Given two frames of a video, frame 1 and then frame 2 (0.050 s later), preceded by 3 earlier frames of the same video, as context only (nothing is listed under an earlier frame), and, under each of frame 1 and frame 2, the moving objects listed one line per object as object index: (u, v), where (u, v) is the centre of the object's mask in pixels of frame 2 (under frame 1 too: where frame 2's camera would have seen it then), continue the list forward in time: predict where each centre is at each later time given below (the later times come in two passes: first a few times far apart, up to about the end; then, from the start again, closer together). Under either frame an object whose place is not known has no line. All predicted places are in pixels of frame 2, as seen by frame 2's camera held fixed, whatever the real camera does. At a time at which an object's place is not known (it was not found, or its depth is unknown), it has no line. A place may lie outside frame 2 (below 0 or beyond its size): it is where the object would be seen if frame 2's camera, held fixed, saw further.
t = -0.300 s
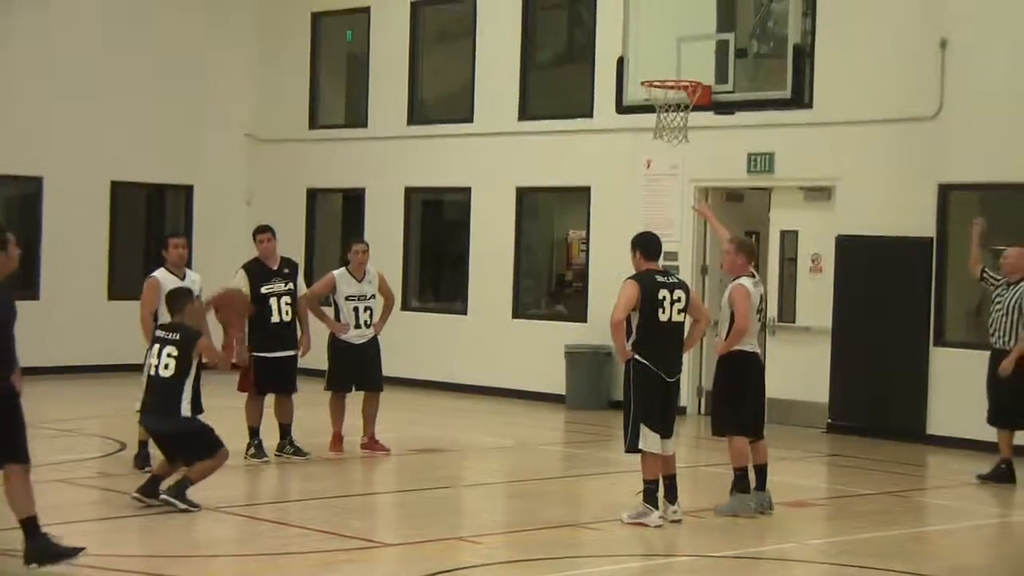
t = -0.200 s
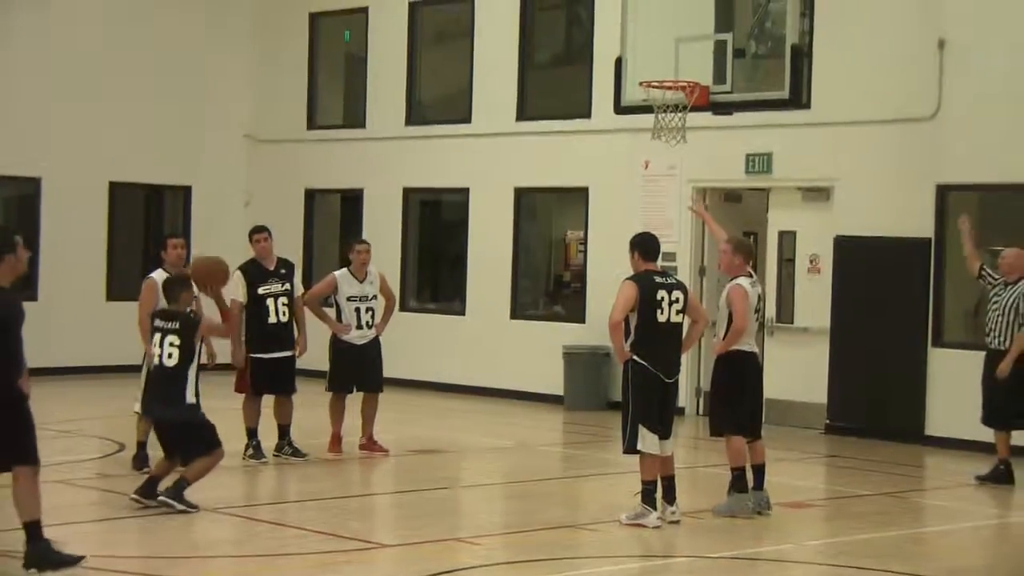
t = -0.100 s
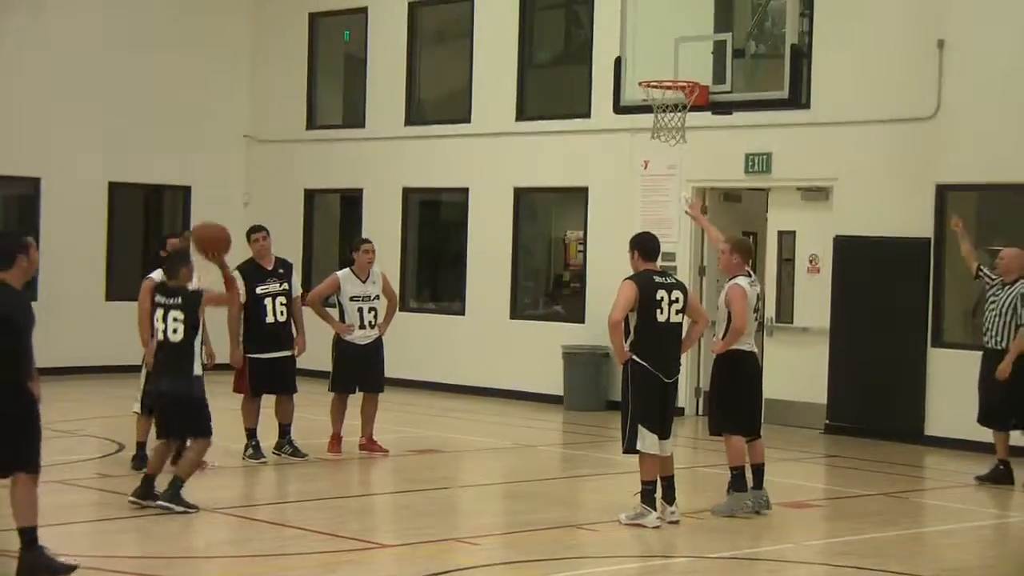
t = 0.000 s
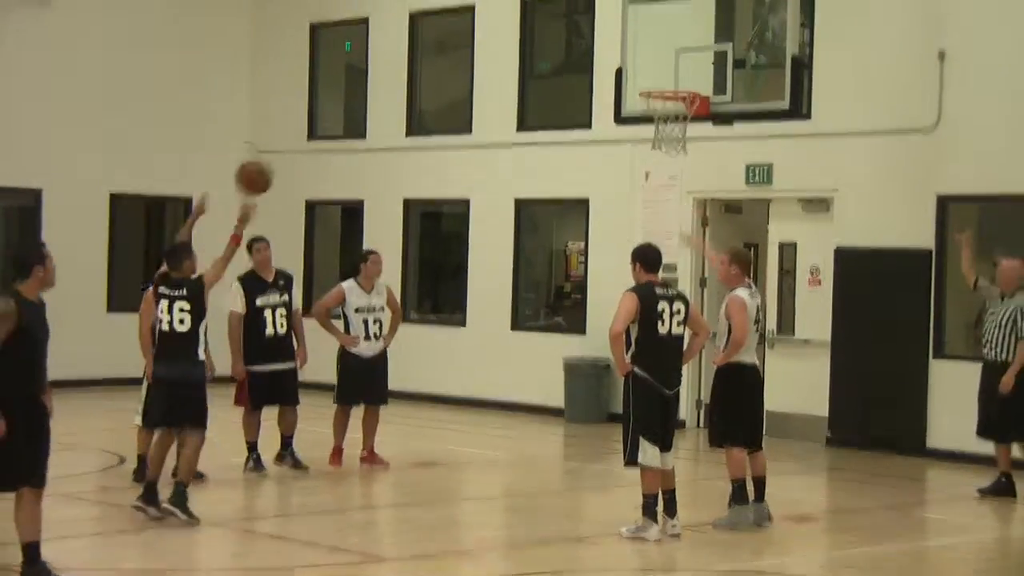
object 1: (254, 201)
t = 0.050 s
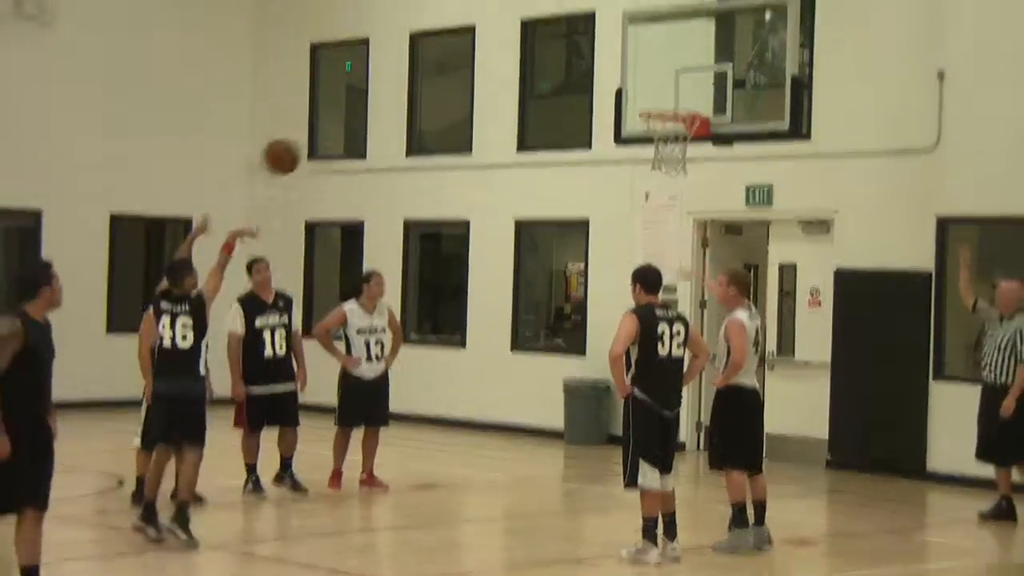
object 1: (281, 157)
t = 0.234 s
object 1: (377, 42)
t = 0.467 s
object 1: (484, -24)
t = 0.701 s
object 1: (582, -15)
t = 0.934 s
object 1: (669, 64)
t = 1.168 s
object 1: (699, 44)
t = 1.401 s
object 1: (682, 11)
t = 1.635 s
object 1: (662, 44)
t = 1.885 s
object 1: (675, 105)
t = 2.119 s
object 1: (649, 100)
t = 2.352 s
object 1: (642, 99)
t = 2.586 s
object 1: (634, 101)
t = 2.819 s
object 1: (618, 129)
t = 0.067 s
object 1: (289, 144)
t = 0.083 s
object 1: (299, 132)
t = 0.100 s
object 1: (308, 119)
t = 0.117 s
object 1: (315, 109)
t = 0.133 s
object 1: (324, 99)
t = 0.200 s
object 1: (360, 60)
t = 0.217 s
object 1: (369, 51)
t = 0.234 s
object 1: (377, 42)
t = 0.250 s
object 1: (384, 35)
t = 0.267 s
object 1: (391, 29)
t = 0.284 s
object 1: (399, 22)
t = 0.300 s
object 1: (408, 15)
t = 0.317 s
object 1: (415, 10)
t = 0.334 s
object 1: (423, 4)
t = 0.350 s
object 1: (431, -1)
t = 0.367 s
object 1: (439, -6)
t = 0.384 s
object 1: (446, -10)
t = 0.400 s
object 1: (454, -13)
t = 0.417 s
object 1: (462, -17)
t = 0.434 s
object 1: (469, -20)
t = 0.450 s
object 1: (477, -22)
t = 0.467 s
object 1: (484, -24)
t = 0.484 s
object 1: (492, -26)
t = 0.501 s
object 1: (499, -28)
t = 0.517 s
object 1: (506, -29)
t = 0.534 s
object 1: (513, -30)
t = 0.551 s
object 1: (521, -30)
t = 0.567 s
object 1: (528, -30)
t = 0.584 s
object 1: (534, -29)
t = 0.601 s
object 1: (541, -28)
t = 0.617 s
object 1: (548, -27)
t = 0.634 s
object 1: (555, -26)
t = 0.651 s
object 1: (562, -23)
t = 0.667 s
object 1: (569, -21)
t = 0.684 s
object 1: (575, -18)
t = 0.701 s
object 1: (582, -15)
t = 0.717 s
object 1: (589, -12)
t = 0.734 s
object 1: (595, -8)
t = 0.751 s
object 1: (602, -4)
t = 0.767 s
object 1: (608, 0)
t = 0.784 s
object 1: (614, 6)
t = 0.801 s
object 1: (620, 11)
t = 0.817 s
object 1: (626, 17)
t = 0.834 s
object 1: (633, 23)
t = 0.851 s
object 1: (639, 28)
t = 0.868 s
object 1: (646, 35)
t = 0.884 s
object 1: (651, 42)
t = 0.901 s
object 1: (657, 49)
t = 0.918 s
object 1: (663, 56)
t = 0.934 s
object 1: (669, 64)
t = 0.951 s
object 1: (675, 72)
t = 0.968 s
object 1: (681, 80)
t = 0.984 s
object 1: (686, 88)
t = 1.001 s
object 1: (692, 97)
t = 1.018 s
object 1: (696, 102)
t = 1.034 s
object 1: (697, 97)
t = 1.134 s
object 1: (699, 55)
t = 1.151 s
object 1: (699, 49)
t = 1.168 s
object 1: (699, 44)
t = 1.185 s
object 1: (699, 39)
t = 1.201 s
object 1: (698, 35)
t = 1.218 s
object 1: (696, 31)
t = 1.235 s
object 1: (695, 29)
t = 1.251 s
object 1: (694, 25)
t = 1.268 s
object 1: (692, 22)
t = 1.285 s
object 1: (691, 19)
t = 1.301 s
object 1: (690, 17)
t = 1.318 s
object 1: (689, 15)
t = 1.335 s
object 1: (688, 13)
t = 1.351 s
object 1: (686, 13)
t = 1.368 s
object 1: (685, 12)
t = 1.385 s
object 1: (684, 11)
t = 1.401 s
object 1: (682, 11)
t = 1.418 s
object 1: (681, 11)
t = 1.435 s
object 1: (680, 12)
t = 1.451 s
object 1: (679, 12)
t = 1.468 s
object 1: (678, 14)
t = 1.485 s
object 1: (676, 15)
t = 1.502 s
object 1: (674, 17)
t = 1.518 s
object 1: (673, 19)
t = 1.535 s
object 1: (671, 22)
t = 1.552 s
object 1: (670, 25)
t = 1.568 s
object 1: (668, 28)
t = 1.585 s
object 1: (667, 33)
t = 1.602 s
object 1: (665, 36)
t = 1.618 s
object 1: (663, 40)
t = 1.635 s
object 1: (662, 44)
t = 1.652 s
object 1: (661, 50)
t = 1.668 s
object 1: (659, 54)
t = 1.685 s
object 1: (658, 61)
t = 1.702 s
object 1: (656, 67)
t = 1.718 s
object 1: (654, 73)
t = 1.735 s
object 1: (653, 80)
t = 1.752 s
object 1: (651, 87)
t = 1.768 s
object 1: (649, 95)
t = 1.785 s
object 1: (648, 102)
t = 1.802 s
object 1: (650, 105)
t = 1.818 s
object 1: (655, 104)
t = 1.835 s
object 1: (660, 104)
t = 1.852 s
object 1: (666, 105)
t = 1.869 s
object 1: (671, 106)
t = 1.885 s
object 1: (675, 105)
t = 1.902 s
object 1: (680, 106)
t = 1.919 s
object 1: (683, 108)
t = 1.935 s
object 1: (681, 105)
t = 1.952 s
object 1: (678, 104)
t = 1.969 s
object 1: (675, 103)
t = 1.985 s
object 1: (671, 102)
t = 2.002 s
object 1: (668, 102)
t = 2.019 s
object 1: (664, 101)
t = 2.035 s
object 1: (661, 101)
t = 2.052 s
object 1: (657, 100)
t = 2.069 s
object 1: (654, 101)
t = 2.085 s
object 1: (650, 101)
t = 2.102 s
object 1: (649, 101)
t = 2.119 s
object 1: (649, 100)
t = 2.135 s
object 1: (649, 99)
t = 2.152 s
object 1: (648, 98)
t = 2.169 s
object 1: (648, 98)
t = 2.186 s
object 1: (647, 98)
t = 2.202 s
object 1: (646, 98)
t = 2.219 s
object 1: (646, 99)
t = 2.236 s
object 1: (645, 100)
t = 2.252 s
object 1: (645, 100)
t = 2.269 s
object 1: (644, 99)
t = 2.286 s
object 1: (644, 99)
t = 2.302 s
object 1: (643, 98)
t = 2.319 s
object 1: (643, 98)
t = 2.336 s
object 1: (643, 98)
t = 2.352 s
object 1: (642, 99)
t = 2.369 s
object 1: (641, 99)
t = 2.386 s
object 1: (641, 99)
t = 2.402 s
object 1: (640, 99)
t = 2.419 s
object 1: (640, 99)
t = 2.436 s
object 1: (639, 99)
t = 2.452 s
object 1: (639, 99)
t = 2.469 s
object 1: (639, 99)
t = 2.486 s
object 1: (638, 99)
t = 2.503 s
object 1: (637, 99)
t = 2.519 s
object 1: (637, 99)
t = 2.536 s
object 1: (636, 99)
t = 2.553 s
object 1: (636, 99)
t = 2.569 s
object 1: (635, 100)
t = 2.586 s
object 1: (634, 101)
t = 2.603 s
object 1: (634, 101)
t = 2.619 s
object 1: (633, 102)
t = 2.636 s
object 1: (632, 103)
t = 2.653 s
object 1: (631, 103)
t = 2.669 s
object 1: (629, 105)
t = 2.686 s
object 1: (628, 106)
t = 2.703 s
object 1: (627, 108)
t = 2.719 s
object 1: (625, 110)
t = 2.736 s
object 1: (625, 113)
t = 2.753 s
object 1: (623, 116)
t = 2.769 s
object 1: (621, 119)
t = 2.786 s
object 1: (620, 123)
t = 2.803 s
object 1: (619, 127)
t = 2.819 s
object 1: (618, 129)
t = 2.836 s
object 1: (617, 136)
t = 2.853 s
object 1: (615, 141)
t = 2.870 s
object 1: (614, 146)
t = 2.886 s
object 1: (613, 151)
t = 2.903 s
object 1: (612, 157)
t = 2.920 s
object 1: (610, 164)
